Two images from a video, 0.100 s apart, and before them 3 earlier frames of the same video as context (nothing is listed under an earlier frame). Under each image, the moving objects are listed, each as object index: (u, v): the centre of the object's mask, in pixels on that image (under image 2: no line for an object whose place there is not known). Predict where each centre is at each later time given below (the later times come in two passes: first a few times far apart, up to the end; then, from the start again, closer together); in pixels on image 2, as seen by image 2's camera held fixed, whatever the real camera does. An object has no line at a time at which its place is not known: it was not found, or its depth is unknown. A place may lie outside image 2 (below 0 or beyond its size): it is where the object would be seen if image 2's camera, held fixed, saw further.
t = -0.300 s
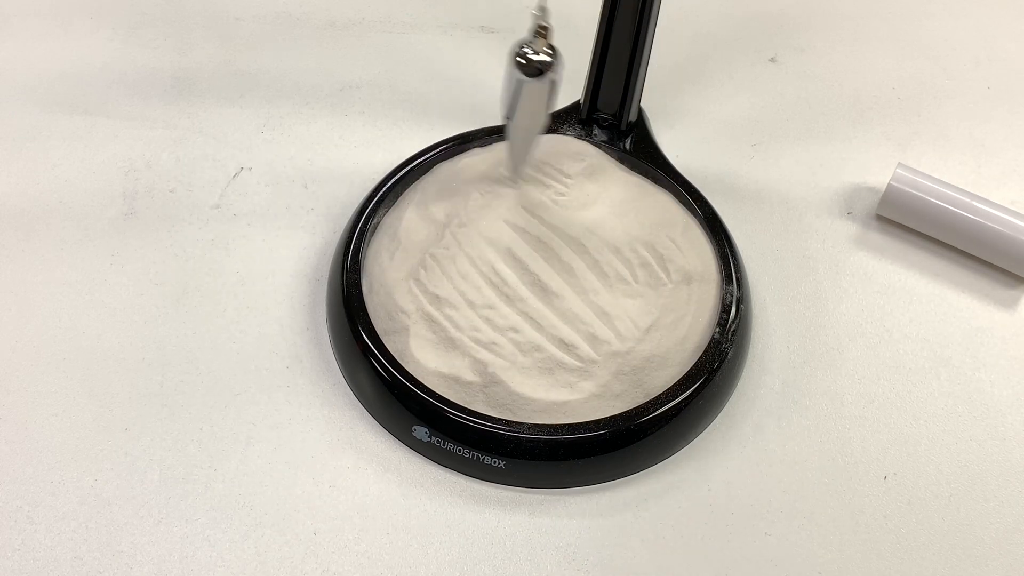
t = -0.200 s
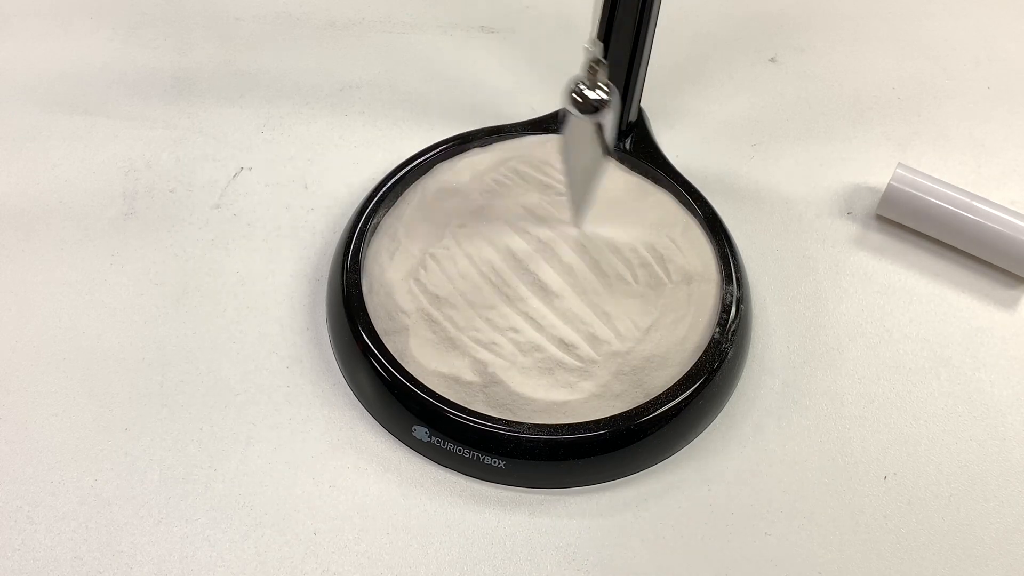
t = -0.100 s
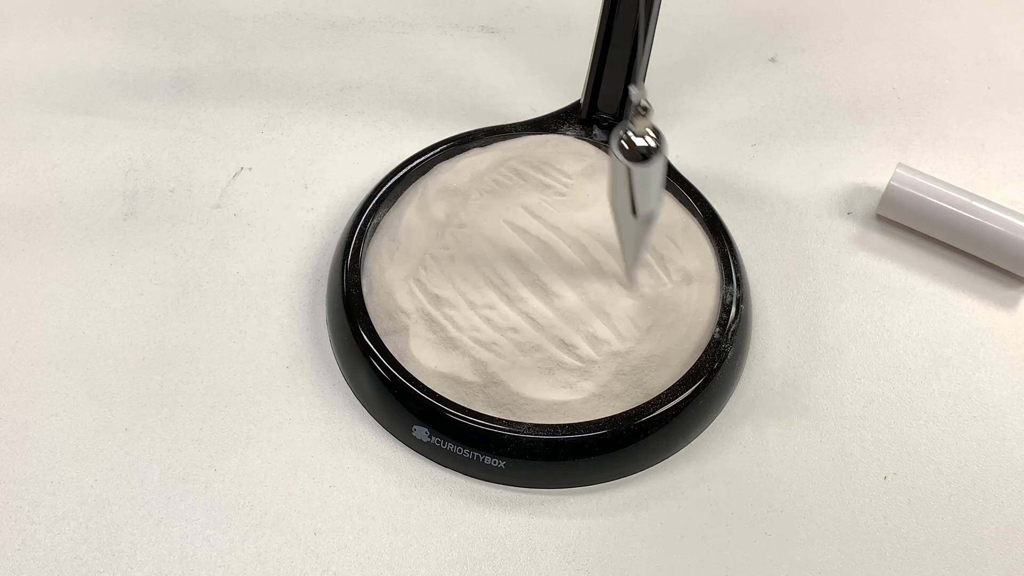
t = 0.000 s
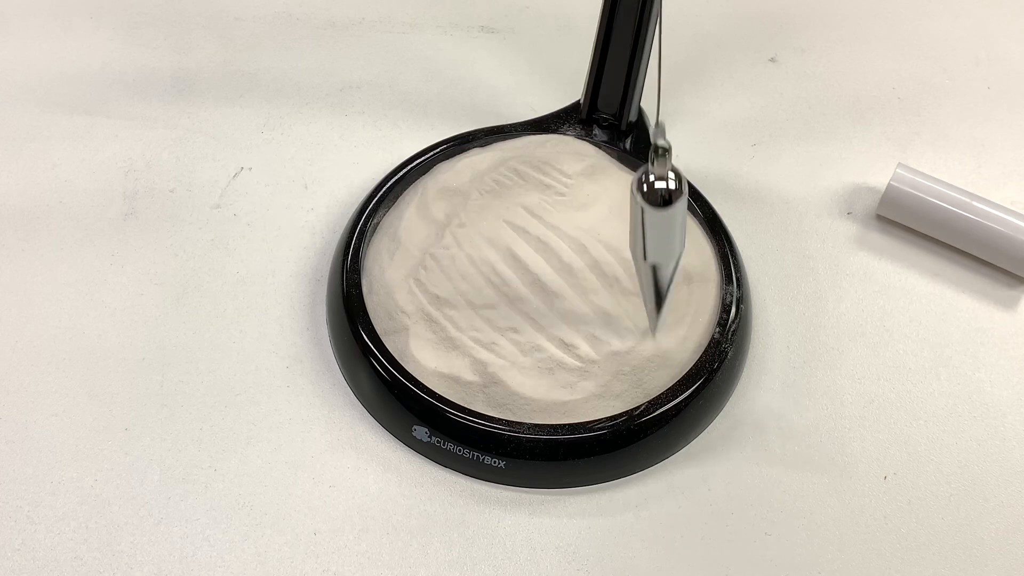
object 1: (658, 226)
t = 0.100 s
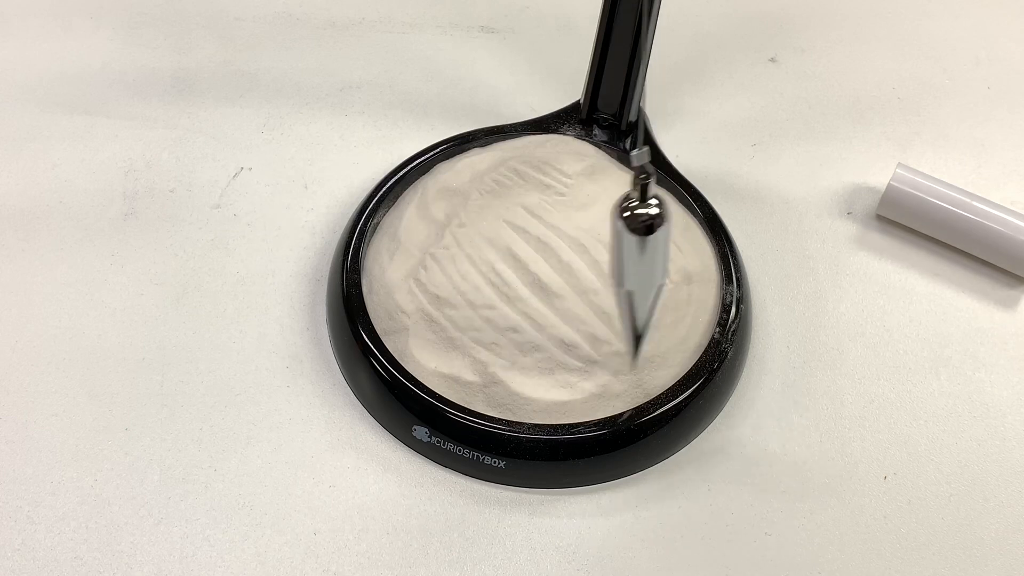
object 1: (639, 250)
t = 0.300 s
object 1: (521, 224)
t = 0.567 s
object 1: (460, 100)
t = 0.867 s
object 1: (614, 127)
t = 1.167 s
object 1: (625, 242)
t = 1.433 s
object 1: (461, 191)
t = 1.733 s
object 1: (515, 96)
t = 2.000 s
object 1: (663, 154)
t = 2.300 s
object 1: (560, 241)
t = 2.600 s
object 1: (436, 153)
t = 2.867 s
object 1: (583, 110)
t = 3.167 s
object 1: (665, 184)
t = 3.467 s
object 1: (467, 214)
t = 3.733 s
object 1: (463, 146)
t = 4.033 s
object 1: (660, 127)
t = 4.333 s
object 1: (597, 195)
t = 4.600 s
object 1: (426, 194)
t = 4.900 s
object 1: (546, 145)
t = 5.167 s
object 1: (682, 138)
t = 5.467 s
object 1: (525, 191)
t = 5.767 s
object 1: (437, 183)
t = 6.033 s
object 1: (610, 149)
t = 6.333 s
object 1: (645, 146)
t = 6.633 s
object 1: (455, 183)
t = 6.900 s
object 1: (486, 190)
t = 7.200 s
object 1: (659, 148)
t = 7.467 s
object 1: (589, 143)
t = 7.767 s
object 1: (444, 182)
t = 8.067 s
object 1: (570, 195)
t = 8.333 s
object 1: (652, 146)
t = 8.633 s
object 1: (511, 144)
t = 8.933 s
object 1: (476, 199)
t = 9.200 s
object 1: (617, 194)
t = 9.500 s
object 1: (604, 130)
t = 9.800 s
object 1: (471, 151)
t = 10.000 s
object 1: (494, 204)
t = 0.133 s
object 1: (625, 254)
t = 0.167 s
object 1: (607, 257)
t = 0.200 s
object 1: (587, 256)
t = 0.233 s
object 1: (565, 250)
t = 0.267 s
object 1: (543, 241)
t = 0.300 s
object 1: (521, 224)
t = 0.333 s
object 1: (502, 210)
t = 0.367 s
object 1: (485, 192)
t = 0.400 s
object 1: (471, 175)
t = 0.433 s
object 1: (461, 157)
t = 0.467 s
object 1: (455, 140)
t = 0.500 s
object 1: (453, 125)
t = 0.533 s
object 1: (454, 112)
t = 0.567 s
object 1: (460, 100)
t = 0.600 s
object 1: (470, 92)
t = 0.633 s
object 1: (483, 86)
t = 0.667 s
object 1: (498, 84)
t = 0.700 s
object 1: (516, 84)
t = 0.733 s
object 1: (535, 88)
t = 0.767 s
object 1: (555, 94)
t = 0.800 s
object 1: (577, 106)
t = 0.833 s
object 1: (597, 116)
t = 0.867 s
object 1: (614, 127)
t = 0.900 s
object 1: (631, 142)
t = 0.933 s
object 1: (644, 158)
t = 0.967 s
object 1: (655, 173)
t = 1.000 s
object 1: (662, 188)
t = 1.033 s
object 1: (663, 203)
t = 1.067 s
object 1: (661, 215)
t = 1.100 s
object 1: (653, 225)
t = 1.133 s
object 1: (641, 233)
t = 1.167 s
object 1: (625, 242)
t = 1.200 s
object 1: (606, 248)
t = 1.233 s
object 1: (584, 251)
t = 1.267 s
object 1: (561, 249)
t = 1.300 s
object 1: (537, 241)
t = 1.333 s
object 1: (514, 233)
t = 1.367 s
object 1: (493, 220)
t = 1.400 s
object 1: (476, 207)
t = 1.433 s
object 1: (461, 191)
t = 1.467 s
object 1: (451, 177)
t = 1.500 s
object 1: (445, 161)
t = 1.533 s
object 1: (443, 146)
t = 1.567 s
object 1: (446, 133)
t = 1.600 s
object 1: (453, 121)
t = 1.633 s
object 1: (464, 111)
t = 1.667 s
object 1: (478, 103)
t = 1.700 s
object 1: (496, 100)
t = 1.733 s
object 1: (515, 96)
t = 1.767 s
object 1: (537, 96)
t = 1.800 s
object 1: (559, 99)
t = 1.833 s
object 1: (581, 103)
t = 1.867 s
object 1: (603, 110)
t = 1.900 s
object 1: (621, 118)
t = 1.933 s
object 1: (638, 127)
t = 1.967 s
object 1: (652, 140)
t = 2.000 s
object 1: (663, 154)
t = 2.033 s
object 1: (669, 167)
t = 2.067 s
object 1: (671, 181)
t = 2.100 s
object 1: (667, 193)
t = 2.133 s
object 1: (659, 206)
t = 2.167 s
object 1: (646, 215)
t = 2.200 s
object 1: (629, 223)
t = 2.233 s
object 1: (609, 231)
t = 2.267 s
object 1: (585, 237)
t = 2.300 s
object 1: (560, 241)
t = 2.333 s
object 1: (535, 237)
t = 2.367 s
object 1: (510, 233)
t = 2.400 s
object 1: (489, 221)
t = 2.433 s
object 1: (469, 214)
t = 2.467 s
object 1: (454, 203)
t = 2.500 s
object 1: (442, 189)
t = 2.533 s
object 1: (435, 178)
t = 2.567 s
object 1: (433, 165)
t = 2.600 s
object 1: (436, 153)
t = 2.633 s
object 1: (444, 142)
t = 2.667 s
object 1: (456, 132)
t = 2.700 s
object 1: (471, 125)
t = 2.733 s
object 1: (490, 119)
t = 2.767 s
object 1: (511, 112)
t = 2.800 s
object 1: (535, 109)
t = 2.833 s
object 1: (558, 109)
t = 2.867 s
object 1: (583, 110)
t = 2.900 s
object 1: (605, 111)
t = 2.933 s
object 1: (625, 114)
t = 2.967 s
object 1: (642, 122)
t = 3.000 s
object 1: (658, 131)
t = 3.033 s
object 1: (669, 140)
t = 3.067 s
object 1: (676, 150)
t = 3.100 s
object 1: (677, 162)
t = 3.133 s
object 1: (674, 173)
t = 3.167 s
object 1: (665, 184)
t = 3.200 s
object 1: (652, 194)
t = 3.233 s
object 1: (635, 202)
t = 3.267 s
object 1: (614, 210)
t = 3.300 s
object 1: (590, 216)
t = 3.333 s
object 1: (564, 223)
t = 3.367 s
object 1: (538, 224)
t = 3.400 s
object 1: (511, 222)
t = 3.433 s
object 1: (487, 218)
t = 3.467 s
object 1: (467, 214)
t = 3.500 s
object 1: (450, 206)
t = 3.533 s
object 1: (437, 197)
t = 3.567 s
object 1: (429, 188)
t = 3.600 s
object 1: (426, 179)
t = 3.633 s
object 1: (428, 170)
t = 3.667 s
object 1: (435, 161)
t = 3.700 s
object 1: (447, 153)
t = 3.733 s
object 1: (463, 146)
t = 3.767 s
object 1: (482, 139)
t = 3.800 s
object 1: (503, 135)
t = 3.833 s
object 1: (528, 129)
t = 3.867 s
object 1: (554, 123)
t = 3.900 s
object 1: (580, 120)
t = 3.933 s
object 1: (603, 119)
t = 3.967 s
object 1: (624, 120)
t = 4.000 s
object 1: (643, 123)
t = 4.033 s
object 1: (660, 127)
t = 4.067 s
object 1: (672, 132)
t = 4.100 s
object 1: (680, 139)
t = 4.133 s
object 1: (682, 146)
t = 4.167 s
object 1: (679, 155)
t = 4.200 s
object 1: (671, 164)
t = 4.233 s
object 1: (658, 175)
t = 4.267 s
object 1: (641, 182)
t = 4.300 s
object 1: (620, 189)
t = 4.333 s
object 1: (597, 195)
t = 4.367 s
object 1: (570, 202)
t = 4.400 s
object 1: (543, 208)
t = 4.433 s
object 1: (516, 210)
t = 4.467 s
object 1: (491, 210)
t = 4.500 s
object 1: (470, 205)
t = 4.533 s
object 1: (451, 203)
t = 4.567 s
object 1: (436, 199)
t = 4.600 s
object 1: (426, 194)
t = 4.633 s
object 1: (422, 188)
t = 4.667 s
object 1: (422, 182)
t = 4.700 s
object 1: (428, 176)
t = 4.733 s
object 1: (439, 170)
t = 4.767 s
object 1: (455, 165)
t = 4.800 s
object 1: (474, 160)
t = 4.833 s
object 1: (497, 154)
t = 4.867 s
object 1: (520, 150)
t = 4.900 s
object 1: (546, 145)
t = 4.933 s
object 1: (573, 139)
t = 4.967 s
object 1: (598, 134)
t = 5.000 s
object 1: (619, 133)
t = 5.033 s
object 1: (639, 131)
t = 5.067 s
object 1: (657, 132)
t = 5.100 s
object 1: (670, 133)
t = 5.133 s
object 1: (679, 135)
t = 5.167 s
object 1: (682, 138)
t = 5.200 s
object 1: (681, 144)
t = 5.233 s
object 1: (674, 148)
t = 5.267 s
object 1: (662, 155)
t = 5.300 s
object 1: (645, 161)
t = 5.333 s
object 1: (625, 168)
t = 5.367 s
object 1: (603, 174)
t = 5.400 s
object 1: (579, 180)
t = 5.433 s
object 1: (551, 186)
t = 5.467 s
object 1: (525, 191)
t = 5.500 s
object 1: (500, 193)
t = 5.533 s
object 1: (479, 194)
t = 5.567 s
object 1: (459, 193)
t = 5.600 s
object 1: (443, 195)
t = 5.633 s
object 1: (431, 193)
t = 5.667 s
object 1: (425, 191)
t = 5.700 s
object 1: (424, 188)
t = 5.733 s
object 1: (428, 186)
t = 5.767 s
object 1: (437, 183)
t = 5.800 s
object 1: (450, 182)
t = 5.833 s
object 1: (468, 178)
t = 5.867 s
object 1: (490, 174)
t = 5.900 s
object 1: (512, 171)
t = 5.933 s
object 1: (537, 165)
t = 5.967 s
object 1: (562, 161)
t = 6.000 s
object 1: (588, 154)
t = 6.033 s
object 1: (610, 149)
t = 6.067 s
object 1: (629, 147)
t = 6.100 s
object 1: (646, 143)
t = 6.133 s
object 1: (661, 142)
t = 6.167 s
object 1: (670, 141)
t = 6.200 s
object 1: (675, 139)
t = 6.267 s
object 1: (669, 141)
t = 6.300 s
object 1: (659, 143)
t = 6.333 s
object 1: (645, 146)
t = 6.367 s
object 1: (627, 150)
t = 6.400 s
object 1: (607, 154)
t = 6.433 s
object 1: (585, 159)
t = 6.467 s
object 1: (560, 165)
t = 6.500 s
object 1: (535, 169)
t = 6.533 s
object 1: (511, 174)
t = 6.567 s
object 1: (491, 177)
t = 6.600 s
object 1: (471, 179)
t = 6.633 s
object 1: (455, 183)
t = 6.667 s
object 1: (443, 185)
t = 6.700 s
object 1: (435, 187)
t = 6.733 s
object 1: (433, 188)
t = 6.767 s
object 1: (434, 190)
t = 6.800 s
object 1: (441, 191)
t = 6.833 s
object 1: (452, 191)
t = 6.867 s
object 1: (468, 190)
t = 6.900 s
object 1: (486, 190)
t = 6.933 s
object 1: (507, 190)
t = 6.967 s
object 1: (530, 186)
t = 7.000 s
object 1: (554, 181)
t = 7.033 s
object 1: (578, 175)
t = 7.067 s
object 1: (600, 170)
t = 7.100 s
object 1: (619, 165)
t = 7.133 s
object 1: (635, 160)
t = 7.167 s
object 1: (649, 155)
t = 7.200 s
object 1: (659, 148)
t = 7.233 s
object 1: (665, 146)
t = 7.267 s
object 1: (666, 143)
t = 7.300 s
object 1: (662, 141)
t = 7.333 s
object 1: (654, 139)
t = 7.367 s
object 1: (641, 138)
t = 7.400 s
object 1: (626, 139)
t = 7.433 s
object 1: (609, 139)
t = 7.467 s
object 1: (589, 143)
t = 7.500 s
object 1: (567, 147)
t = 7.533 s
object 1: (544, 151)
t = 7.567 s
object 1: (522, 154)
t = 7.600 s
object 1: (502, 160)
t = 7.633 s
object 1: (484, 163)
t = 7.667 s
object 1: (469, 169)
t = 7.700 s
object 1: (456, 173)
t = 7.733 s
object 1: (448, 178)
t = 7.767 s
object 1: (444, 182)
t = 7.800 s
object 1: (444, 187)
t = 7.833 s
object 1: (449, 191)
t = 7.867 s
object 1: (457, 195)
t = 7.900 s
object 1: (471, 197)
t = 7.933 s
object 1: (488, 199)
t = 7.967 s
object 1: (506, 202)
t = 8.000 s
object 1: (526, 201)
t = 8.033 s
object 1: (548, 198)
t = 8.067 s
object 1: (570, 195)
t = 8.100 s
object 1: (591, 188)
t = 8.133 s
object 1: (609, 184)
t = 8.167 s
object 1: (625, 177)
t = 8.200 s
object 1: (638, 172)
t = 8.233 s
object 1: (648, 164)
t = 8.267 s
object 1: (654, 158)
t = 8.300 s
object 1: (655, 152)
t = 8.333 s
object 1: (652, 146)
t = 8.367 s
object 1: (646, 142)
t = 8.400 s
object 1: (635, 137)
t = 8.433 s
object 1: (622, 134)
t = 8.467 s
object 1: (608, 131)
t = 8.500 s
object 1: (590, 133)
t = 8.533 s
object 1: (570, 135)
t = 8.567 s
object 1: (549, 137)
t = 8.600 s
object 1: (529, 140)
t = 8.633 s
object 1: (511, 144)
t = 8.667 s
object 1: (494, 148)
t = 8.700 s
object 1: (480, 153)
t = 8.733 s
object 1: (468, 159)
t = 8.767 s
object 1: (460, 165)
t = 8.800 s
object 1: (455, 172)
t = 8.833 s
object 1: (455, 179)
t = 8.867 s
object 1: (458, 187)
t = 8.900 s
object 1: (465, 193)
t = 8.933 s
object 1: (476, 199)
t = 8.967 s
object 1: (491, 205)
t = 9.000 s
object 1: (507, 209)
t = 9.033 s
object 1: (525, 210)
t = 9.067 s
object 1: (545, 210)
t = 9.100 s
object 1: (565, 208)
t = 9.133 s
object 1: (584, 205)
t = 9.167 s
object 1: (601, 201)
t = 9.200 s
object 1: (617, 194)
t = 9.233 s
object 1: (629, 188)
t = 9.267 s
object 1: (638, 180)
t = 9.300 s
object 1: (644, 172)
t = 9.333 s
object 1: (646, 164)
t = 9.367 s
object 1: (644, 156)
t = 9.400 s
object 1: (638, 149)
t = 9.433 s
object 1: (629, 142)
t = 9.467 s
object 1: (618, 135)
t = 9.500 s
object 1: (604, 130)
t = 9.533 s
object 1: (589, 127)
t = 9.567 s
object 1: (571, 127)
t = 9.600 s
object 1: (553, 127)
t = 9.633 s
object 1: (535, 127)
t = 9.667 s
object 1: (517, 131)
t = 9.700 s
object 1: (502, 134)
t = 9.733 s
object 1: (489, 138)
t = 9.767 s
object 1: (478, 145)
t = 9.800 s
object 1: (471, 151)
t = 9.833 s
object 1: (466, 160)
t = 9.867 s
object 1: (465, 169)
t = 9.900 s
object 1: (467, 177)
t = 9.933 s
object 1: (473, 186)
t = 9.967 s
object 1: (482, 195)
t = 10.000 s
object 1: (494, 204)
